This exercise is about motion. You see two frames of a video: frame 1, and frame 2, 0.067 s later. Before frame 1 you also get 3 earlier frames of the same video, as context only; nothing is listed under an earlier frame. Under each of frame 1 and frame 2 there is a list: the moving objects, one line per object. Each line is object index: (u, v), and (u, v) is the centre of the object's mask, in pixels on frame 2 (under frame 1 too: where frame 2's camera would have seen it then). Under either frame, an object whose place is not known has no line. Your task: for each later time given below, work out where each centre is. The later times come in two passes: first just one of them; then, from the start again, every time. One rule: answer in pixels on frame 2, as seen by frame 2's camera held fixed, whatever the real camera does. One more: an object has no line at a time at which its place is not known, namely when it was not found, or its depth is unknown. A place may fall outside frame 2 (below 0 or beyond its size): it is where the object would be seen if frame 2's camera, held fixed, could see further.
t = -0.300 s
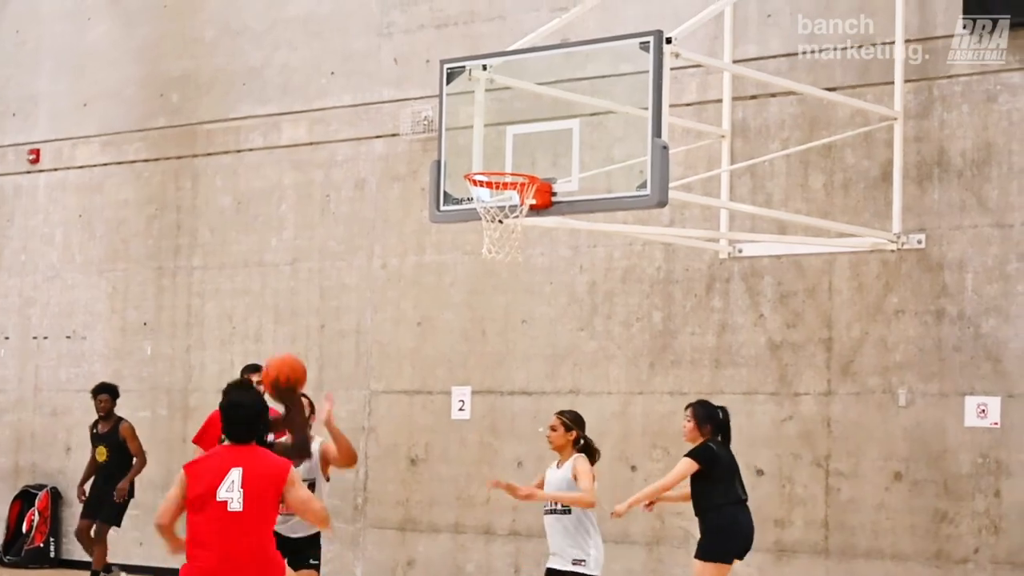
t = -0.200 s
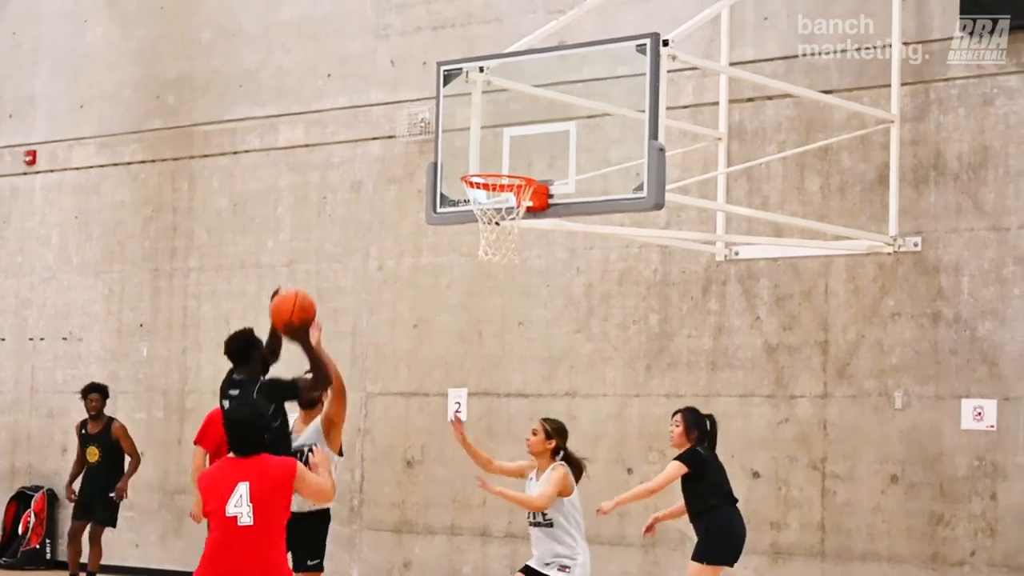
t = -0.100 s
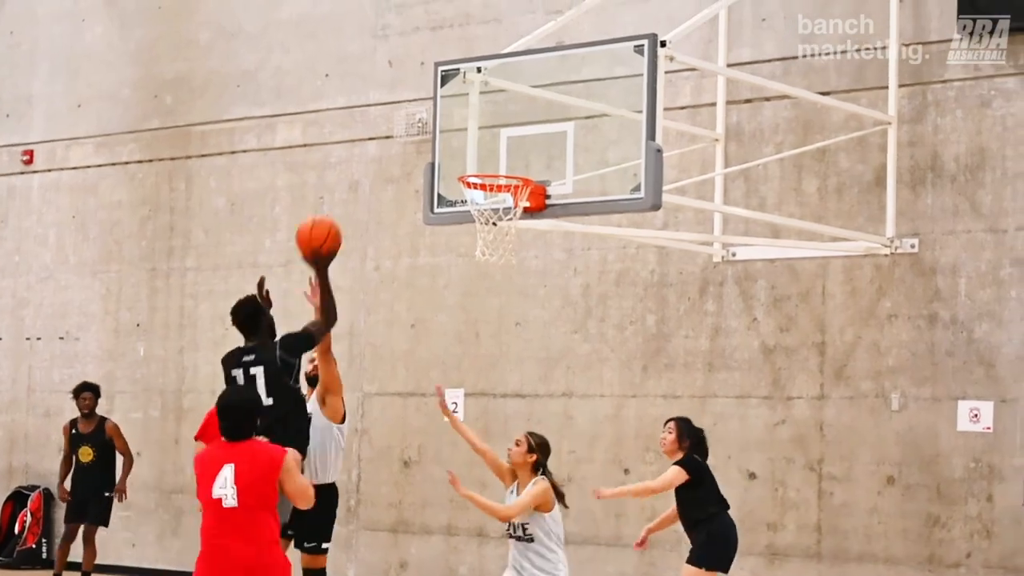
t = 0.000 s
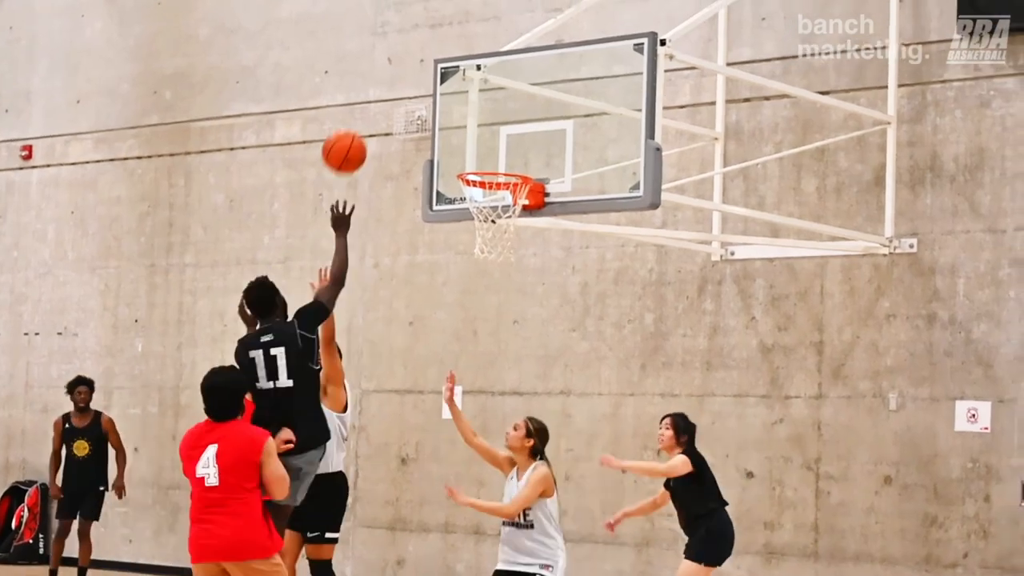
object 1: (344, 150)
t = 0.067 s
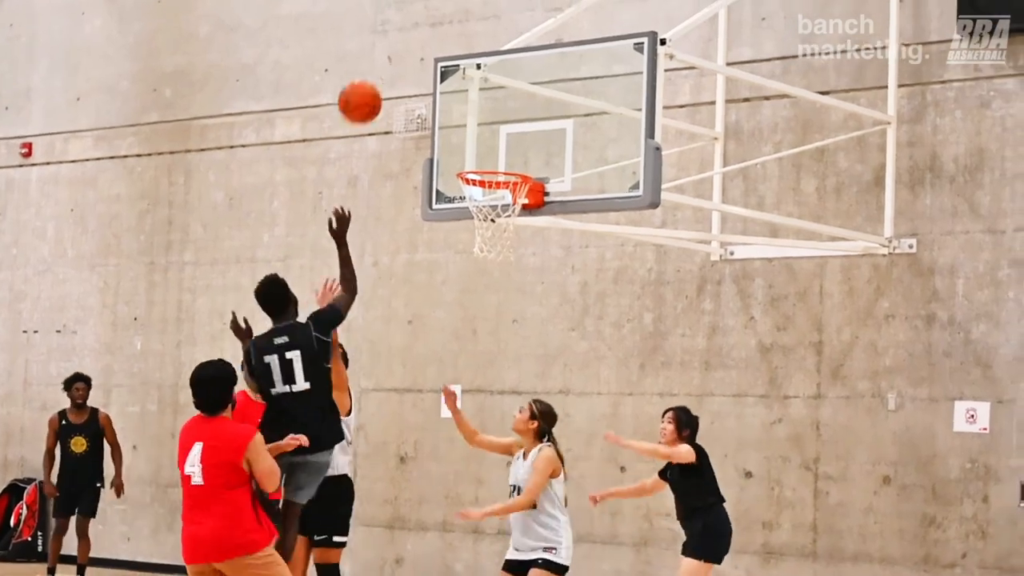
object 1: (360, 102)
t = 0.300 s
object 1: (407, 7)
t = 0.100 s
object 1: (367, 81)
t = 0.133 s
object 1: (375, 63)
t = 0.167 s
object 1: (382, 47)
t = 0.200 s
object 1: (388, 34)
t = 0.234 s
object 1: (395, 22)
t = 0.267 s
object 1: (401, 13)
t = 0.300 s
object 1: (407, 7)
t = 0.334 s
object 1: (414, 3)
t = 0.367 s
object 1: (420, 1)
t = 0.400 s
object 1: (425, 0)
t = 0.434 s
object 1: (430, -1)
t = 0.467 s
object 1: (435, -2)
